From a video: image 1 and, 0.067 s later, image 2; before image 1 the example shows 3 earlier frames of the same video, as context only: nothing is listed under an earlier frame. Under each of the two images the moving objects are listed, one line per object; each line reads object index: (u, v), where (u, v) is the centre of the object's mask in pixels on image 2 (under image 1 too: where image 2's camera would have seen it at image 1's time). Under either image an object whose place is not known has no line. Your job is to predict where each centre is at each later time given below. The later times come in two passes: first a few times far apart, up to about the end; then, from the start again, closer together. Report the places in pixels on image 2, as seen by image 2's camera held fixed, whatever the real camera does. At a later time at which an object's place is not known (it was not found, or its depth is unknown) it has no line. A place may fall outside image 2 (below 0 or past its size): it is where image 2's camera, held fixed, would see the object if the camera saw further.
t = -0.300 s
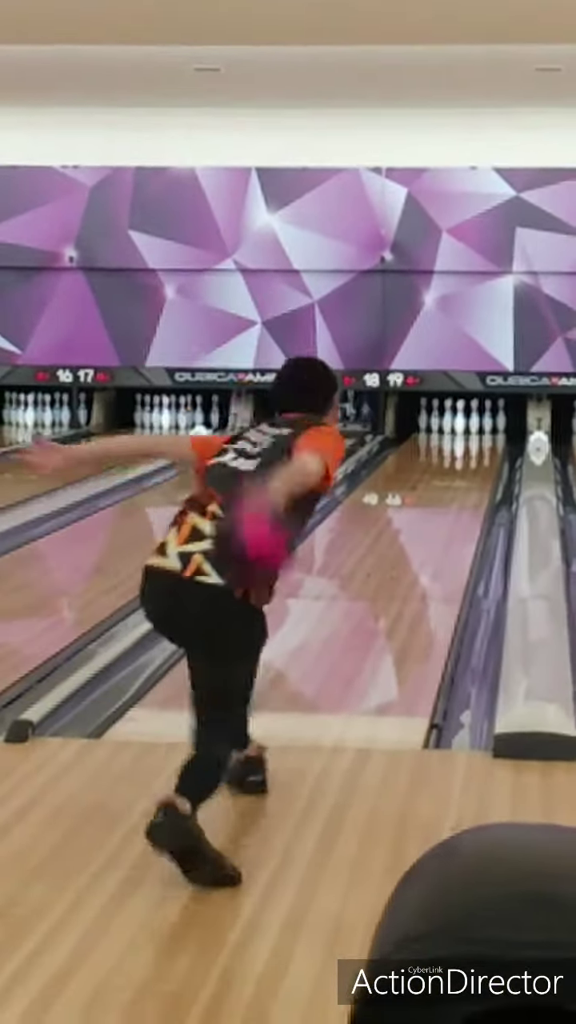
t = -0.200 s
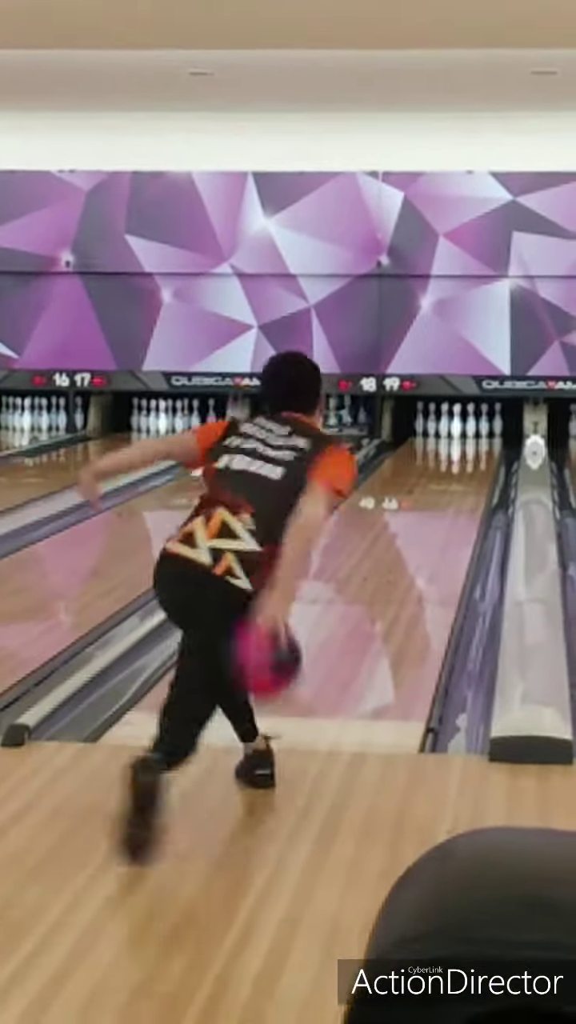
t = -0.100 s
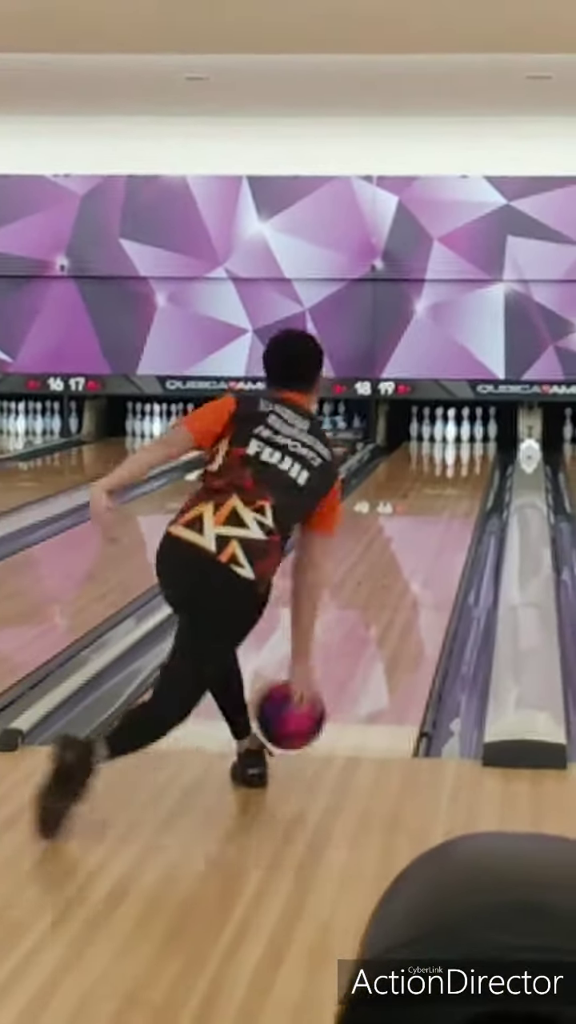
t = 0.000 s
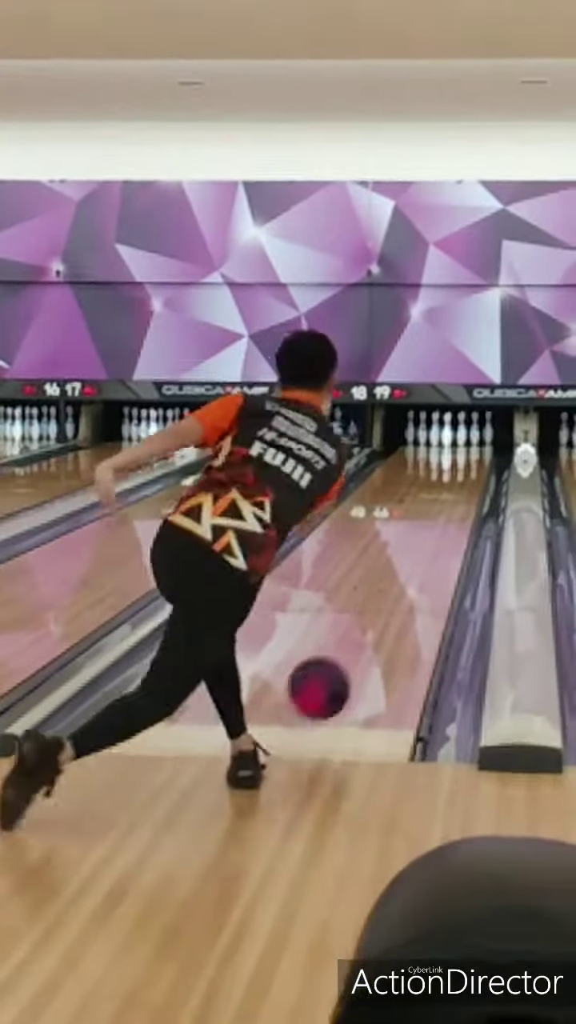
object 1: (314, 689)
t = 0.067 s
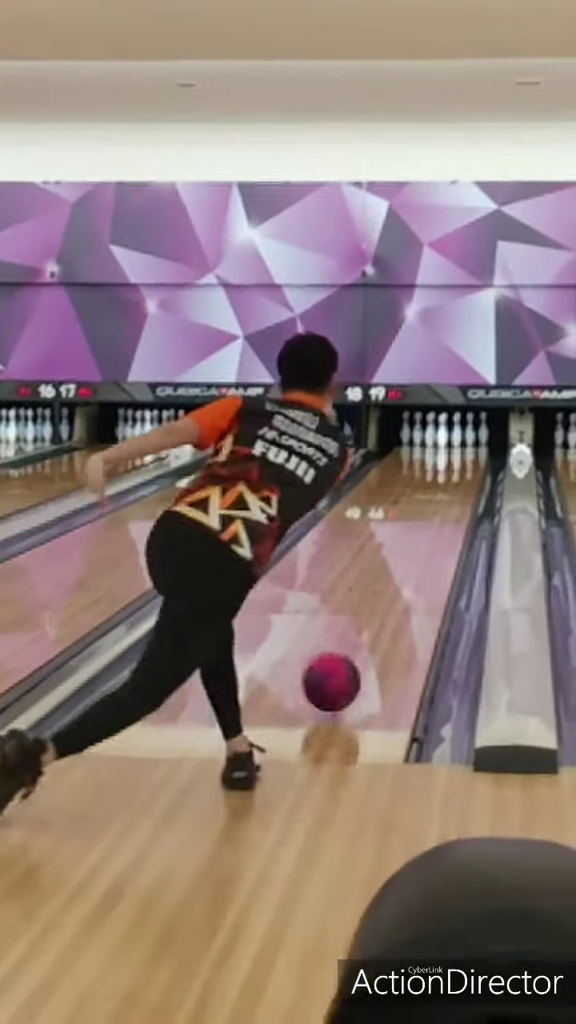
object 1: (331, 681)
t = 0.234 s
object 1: (367, 636)
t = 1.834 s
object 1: (464, 459)
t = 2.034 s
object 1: (459, 451)
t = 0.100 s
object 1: (339, 674)
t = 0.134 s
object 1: (347, 663)
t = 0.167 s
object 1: (354, 654)
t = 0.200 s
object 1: (361, 645)
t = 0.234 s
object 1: (367, 636)
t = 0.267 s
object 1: (373, 628)
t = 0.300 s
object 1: (379, 619)
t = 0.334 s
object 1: (384, 612)
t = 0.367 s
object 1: (389, 605)
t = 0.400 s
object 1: (393, 598)
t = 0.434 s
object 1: (397, 591)
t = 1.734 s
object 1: (466, 464)
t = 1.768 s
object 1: (467, 462)
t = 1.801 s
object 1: (465, 462)
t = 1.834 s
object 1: (464, 459)
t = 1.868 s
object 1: (464, 458)
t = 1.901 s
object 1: (464, 455)
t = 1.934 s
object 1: (464, 456)
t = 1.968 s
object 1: (461, 453)
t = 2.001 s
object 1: (460, 452)
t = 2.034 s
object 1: (459, 451)
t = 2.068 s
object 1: (458, 450)
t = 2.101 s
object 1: (456, 448)
